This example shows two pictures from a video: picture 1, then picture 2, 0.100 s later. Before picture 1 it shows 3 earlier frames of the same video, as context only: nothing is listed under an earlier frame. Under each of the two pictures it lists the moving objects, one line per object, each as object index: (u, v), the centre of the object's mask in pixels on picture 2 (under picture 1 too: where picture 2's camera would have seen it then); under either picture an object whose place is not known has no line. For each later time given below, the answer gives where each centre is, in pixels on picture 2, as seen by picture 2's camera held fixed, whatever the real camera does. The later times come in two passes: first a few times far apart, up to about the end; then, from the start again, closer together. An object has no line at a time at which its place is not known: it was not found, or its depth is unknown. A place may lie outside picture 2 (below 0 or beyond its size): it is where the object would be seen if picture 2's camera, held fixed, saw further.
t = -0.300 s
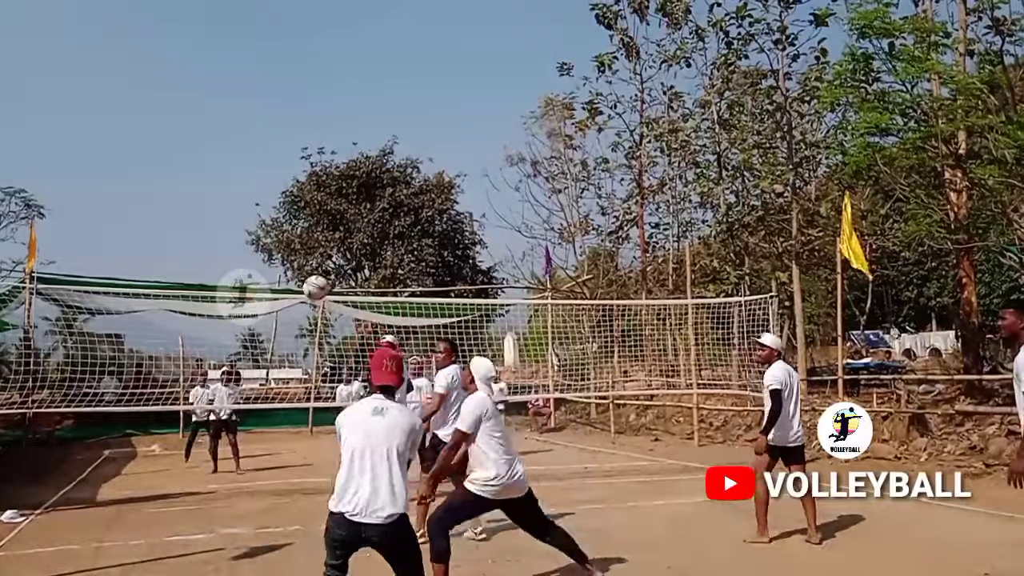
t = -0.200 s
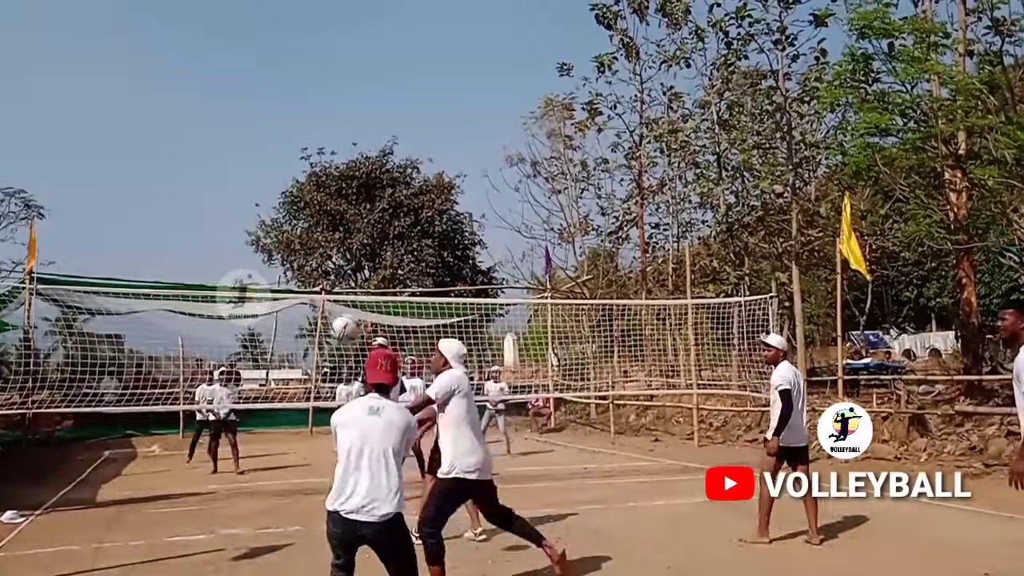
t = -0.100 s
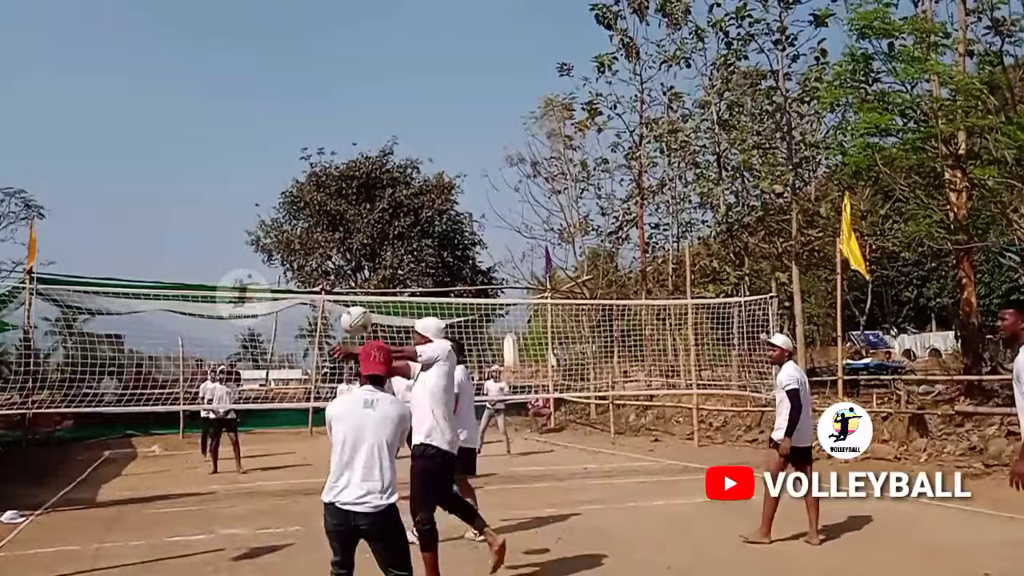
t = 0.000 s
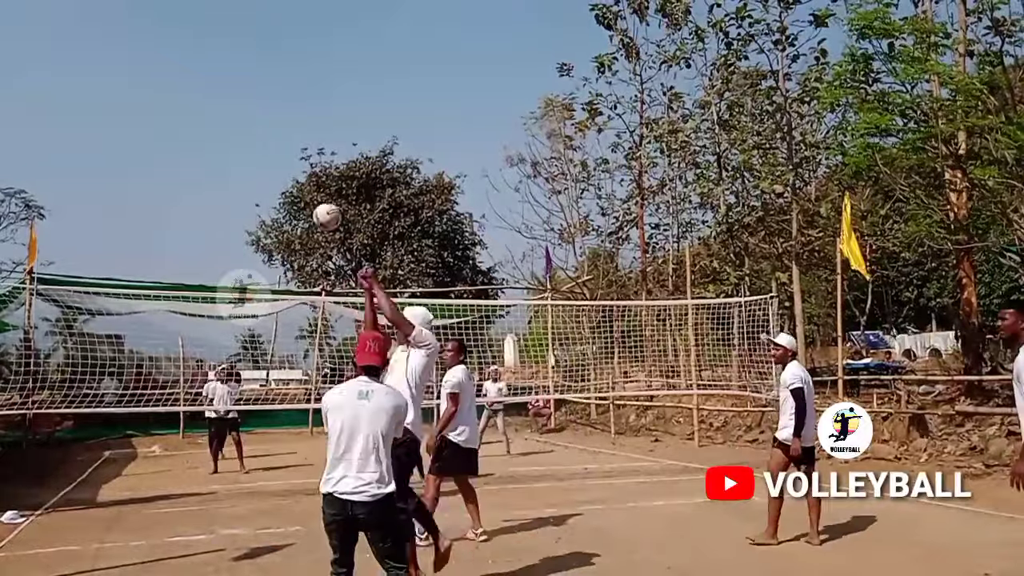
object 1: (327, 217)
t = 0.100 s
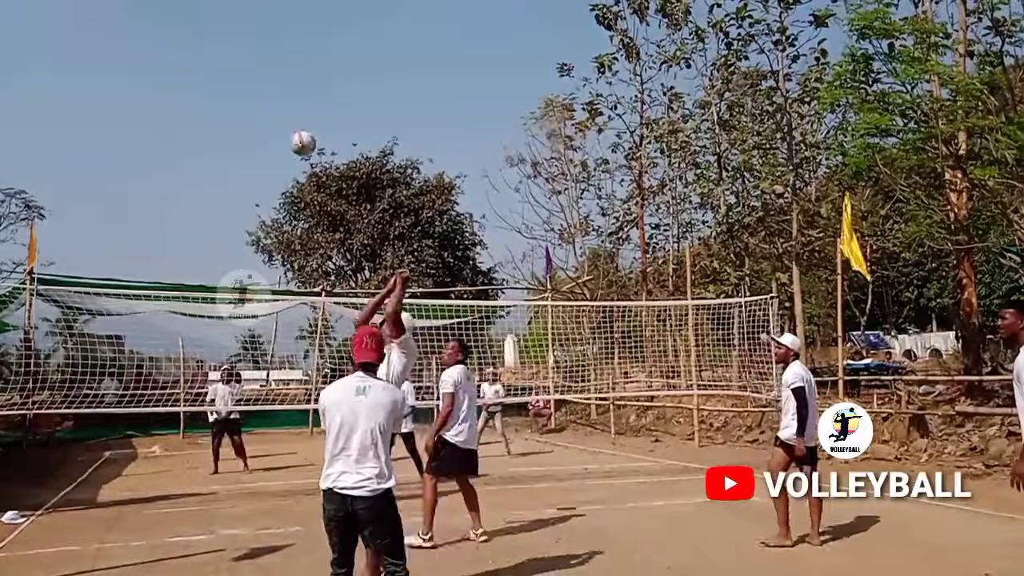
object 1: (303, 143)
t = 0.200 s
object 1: (284, 94)
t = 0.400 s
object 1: (257, 45)
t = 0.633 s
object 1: (232, 46)
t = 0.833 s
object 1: (216, 79)
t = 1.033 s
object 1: (202, 133)
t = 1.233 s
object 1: (192, 206)
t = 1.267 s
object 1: (190, 220)
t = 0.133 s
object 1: (296, 124)
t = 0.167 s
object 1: (290, 108)
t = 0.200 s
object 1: (284, 94)
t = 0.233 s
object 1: (279, 82)
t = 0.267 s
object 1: (274, 71)
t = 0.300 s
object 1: (269, 63)
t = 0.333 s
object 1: (265, 56)
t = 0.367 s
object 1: (261, 50)
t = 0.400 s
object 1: (257, 45)
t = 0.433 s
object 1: (253, 42)
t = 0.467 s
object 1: (250, 41)
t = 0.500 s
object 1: (246, 40)
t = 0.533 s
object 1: (242, 40)
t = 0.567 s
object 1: (239, 41)
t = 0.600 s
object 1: (235, 43)
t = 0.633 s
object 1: (232, 46)
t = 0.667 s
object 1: (229, 50)
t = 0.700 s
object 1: (226, 55)
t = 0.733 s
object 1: (224, 60)
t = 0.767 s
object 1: (221, 65)
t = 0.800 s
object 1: (219, 72)
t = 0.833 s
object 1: (216, 79)
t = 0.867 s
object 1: (214, 86)
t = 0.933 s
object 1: (209, 104)
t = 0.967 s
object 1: (207, 113)
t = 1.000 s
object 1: (205, 123)
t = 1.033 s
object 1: (202, 133)
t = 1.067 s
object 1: (201, 145)
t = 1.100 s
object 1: (199, 156)
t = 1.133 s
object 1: (197, 168)
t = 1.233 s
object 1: (192, 206)
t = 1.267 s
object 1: (190, 220)
